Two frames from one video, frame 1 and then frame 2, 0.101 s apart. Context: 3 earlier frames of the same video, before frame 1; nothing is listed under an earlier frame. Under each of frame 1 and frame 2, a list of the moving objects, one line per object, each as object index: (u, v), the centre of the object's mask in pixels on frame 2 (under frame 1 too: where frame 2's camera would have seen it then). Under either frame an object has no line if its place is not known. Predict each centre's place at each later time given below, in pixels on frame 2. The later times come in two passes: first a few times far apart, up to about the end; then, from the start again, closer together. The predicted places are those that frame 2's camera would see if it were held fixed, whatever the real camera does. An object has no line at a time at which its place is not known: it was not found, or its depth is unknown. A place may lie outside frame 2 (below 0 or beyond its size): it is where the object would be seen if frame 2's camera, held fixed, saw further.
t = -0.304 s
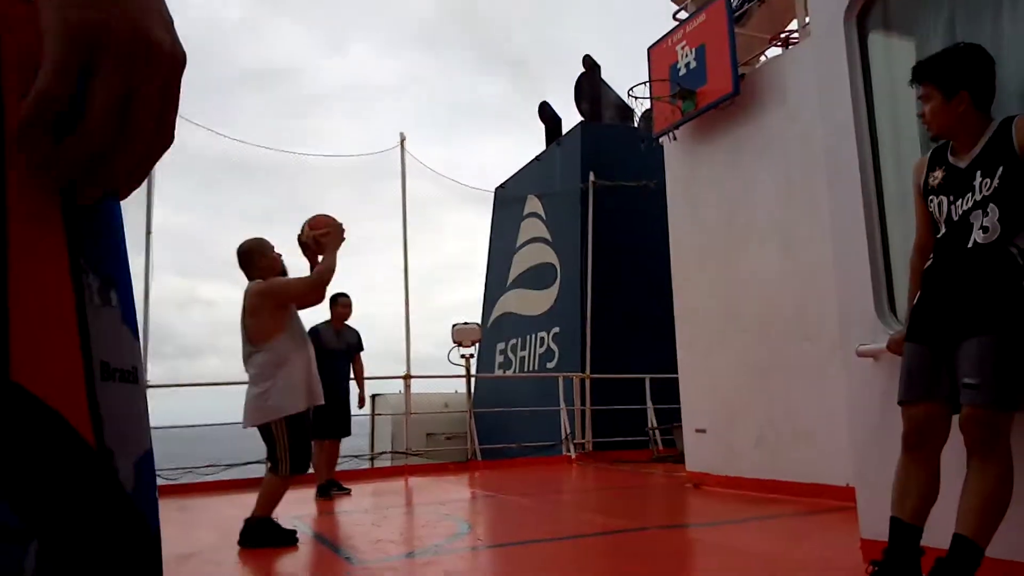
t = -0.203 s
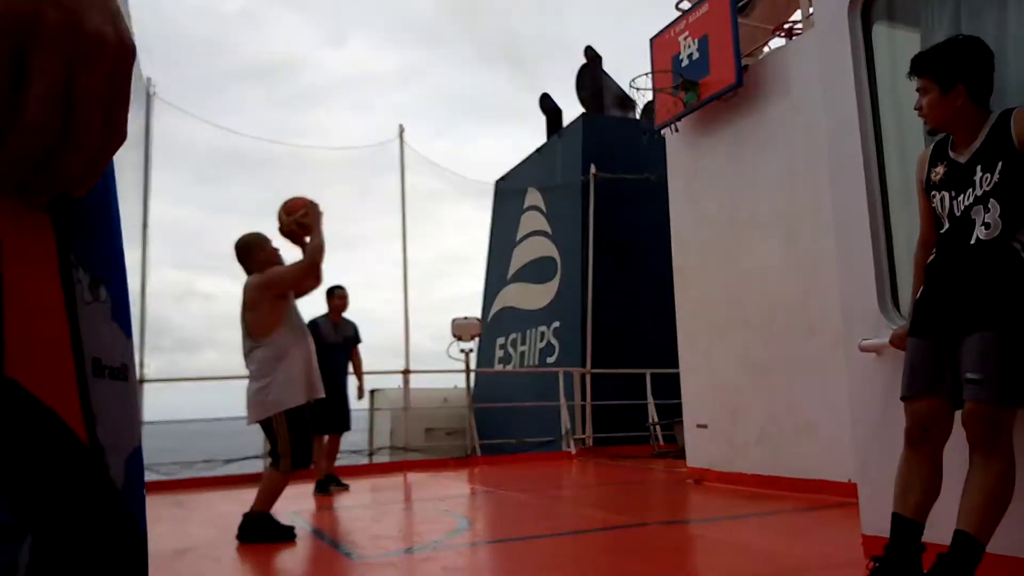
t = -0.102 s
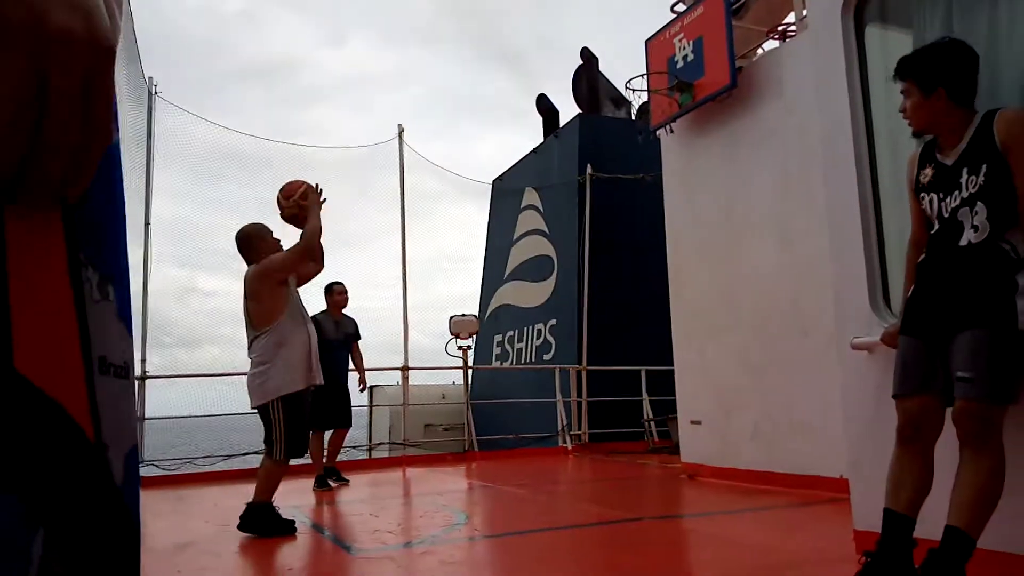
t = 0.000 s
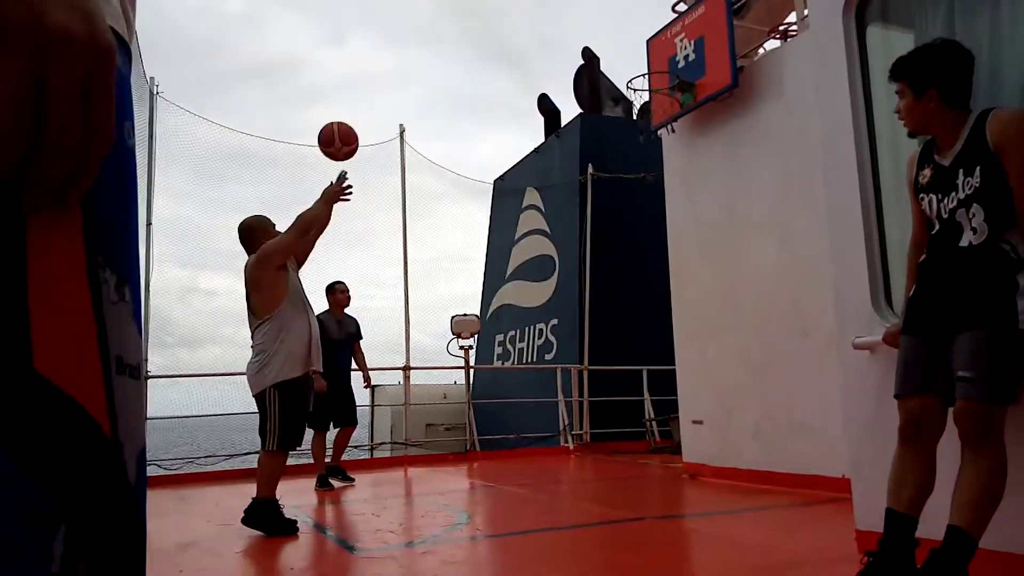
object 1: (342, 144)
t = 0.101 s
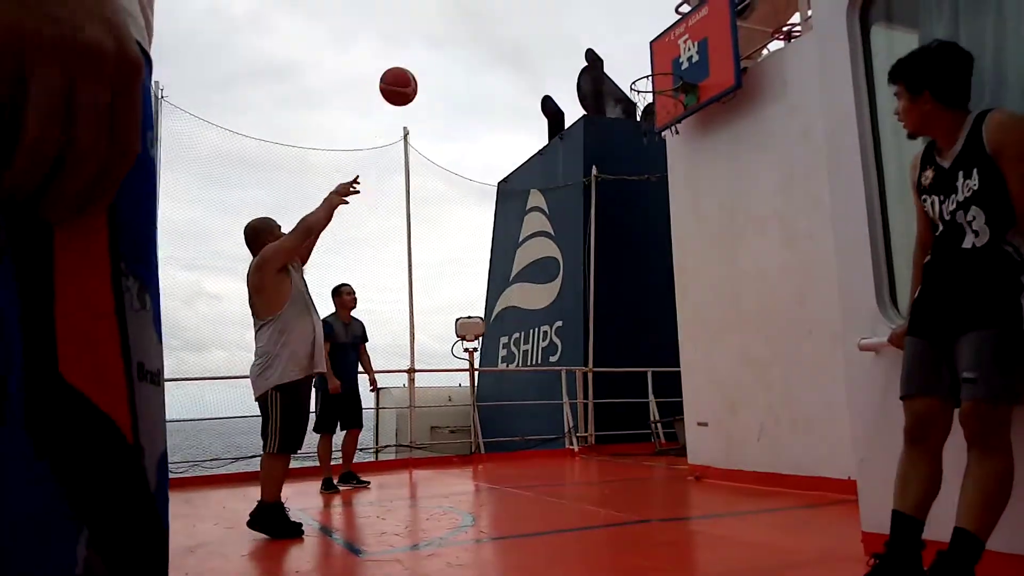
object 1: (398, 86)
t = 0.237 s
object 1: (467, 38)
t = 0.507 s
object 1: (587, 25)
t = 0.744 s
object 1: (668, 64)
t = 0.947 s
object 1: (653, 23)
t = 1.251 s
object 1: (634, 34)
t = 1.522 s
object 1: (616, 163)
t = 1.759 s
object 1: (599, 388)
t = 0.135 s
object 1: (416, 71)
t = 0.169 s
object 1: (433, 59)
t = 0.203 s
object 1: (450, 47)
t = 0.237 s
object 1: (467, 38)
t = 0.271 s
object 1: (483, 31)
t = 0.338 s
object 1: (514, 24)
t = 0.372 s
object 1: (529, 22)
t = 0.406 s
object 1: (545, 22)
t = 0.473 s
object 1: (574, 23)
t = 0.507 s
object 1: (587, 25)
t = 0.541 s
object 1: (602, 28)
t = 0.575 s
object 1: (616, 34)
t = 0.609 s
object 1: (629, 41)
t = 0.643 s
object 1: (643, 51)
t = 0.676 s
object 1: (656, 60)
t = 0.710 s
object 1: (669, 75)
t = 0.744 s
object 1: (668, 64)
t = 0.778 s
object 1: (666, 53)
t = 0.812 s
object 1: (664, 42)
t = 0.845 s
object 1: (661, 34)
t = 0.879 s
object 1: (658, 29)
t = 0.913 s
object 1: (656, 26)
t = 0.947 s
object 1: (653, 23)
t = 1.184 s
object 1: (638, 26)
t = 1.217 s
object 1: (636, 29)
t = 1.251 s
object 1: (634, 34)
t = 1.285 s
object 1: (632, 43)
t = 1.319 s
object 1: (629, 55)
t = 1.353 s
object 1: (627, 69)
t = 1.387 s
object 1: (625, 84)
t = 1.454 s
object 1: (620, 119)
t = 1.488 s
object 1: (619, 140)
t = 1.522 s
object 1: (616, 163)
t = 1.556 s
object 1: (614, 188)
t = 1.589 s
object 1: (612, 215)
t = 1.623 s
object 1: (609, 244)
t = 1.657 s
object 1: (606, 276)
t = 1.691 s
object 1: (604, 310)
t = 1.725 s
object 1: (601, 347)
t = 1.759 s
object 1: (599, 388)
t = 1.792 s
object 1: (596, 430)
